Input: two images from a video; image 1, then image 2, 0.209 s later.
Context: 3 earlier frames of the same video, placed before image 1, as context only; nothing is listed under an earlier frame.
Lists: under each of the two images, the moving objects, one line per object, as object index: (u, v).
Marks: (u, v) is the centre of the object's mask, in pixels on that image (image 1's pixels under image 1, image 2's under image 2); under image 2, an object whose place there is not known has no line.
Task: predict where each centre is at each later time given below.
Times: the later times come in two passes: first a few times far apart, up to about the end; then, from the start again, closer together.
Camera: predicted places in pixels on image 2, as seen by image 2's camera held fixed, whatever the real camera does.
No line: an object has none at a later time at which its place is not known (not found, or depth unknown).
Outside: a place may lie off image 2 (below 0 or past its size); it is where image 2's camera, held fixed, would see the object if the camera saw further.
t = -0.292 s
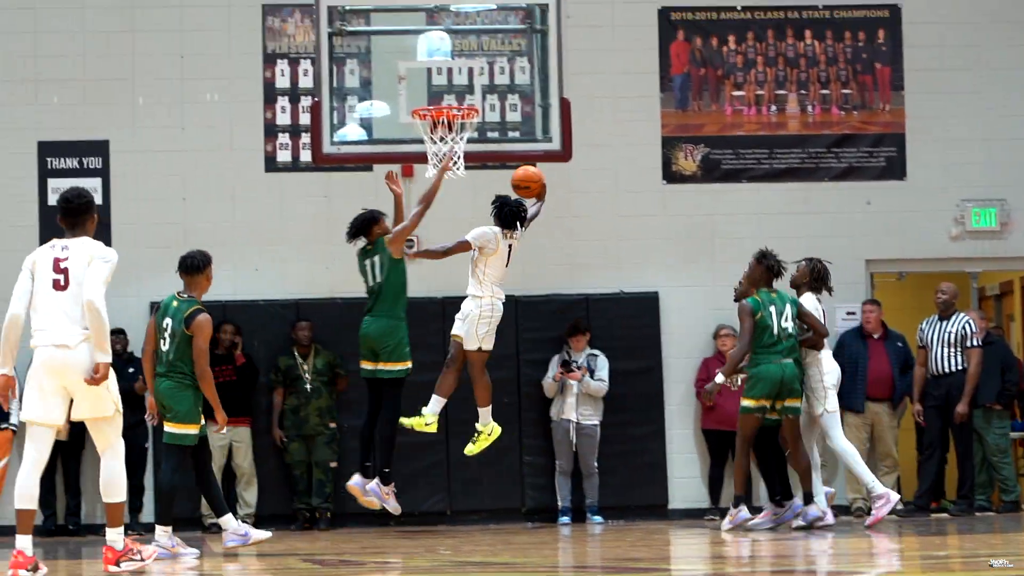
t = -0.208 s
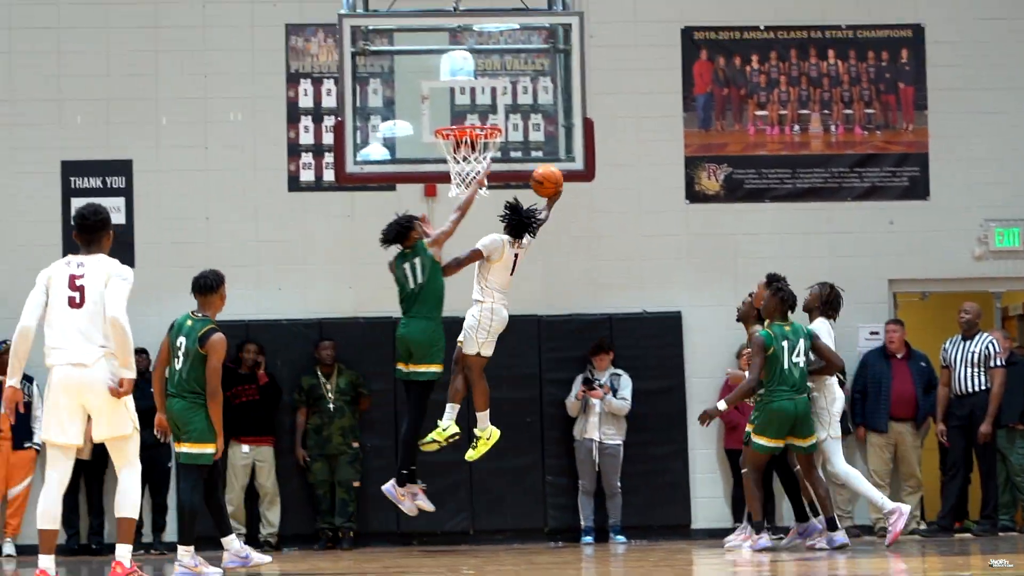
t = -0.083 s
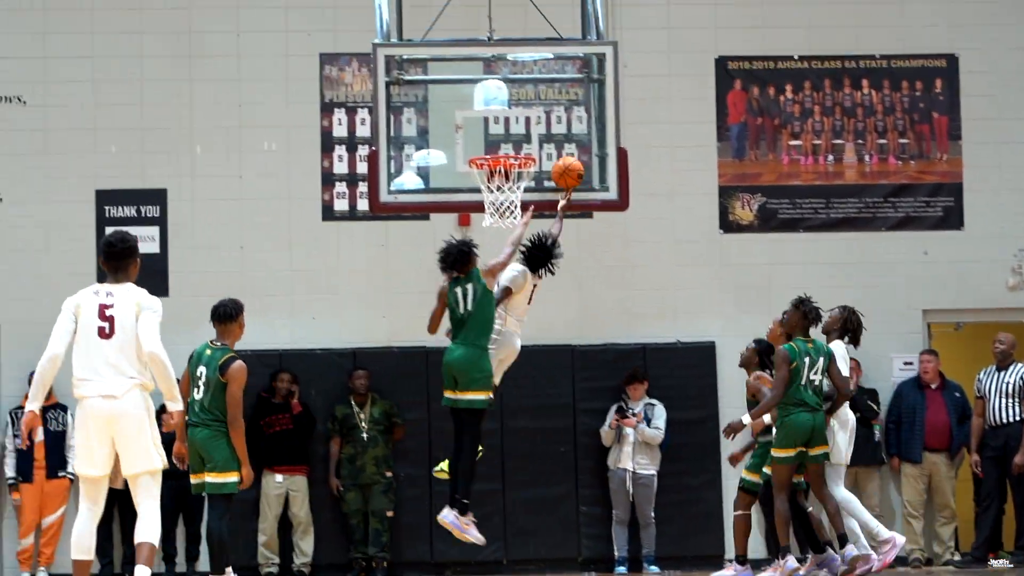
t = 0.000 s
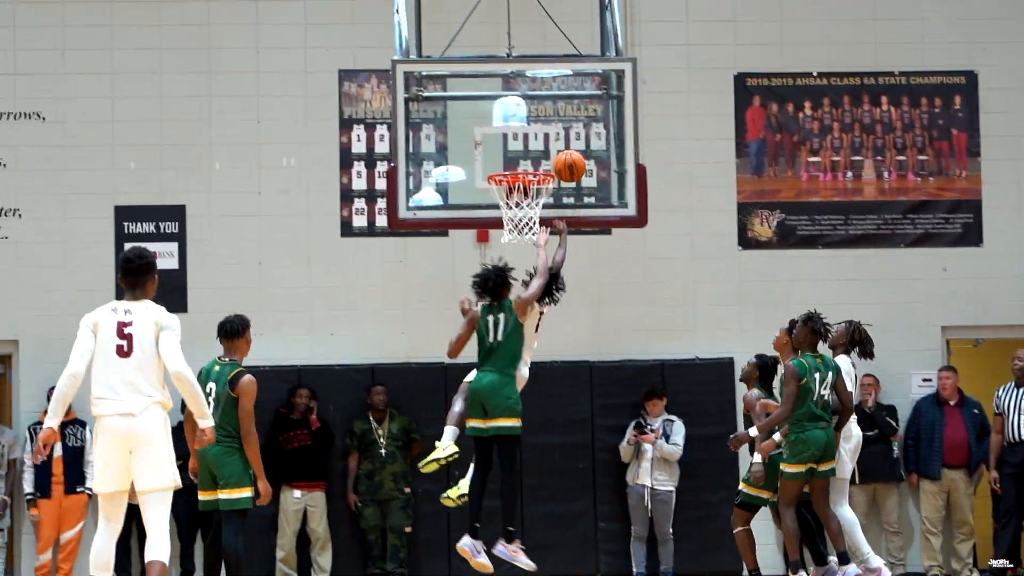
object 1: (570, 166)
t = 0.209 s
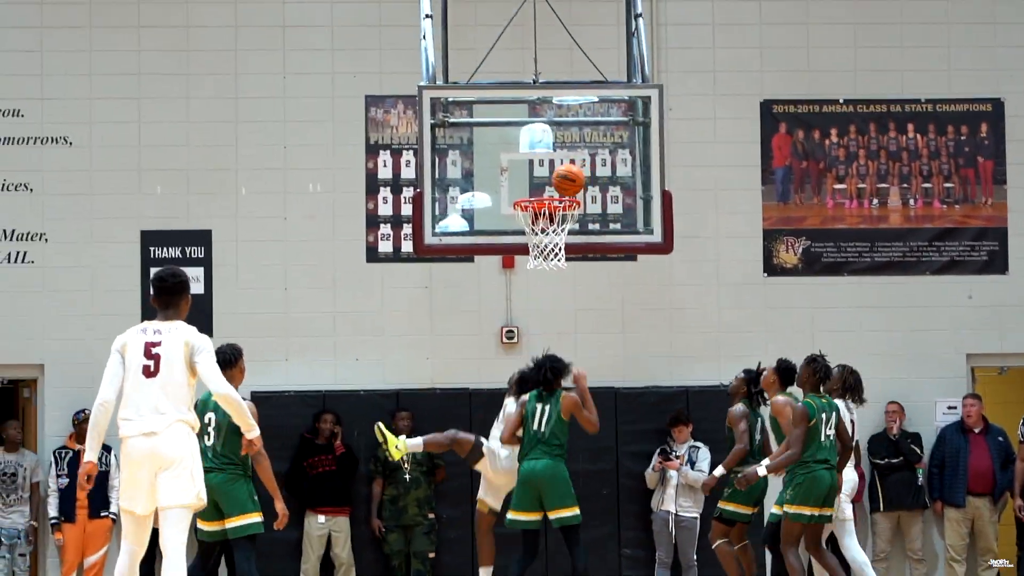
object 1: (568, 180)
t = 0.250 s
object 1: (562, 183)
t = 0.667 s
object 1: (545, 325)
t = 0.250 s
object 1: (562, 183)
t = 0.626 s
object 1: (545, 302)
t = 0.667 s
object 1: (545, 325)
